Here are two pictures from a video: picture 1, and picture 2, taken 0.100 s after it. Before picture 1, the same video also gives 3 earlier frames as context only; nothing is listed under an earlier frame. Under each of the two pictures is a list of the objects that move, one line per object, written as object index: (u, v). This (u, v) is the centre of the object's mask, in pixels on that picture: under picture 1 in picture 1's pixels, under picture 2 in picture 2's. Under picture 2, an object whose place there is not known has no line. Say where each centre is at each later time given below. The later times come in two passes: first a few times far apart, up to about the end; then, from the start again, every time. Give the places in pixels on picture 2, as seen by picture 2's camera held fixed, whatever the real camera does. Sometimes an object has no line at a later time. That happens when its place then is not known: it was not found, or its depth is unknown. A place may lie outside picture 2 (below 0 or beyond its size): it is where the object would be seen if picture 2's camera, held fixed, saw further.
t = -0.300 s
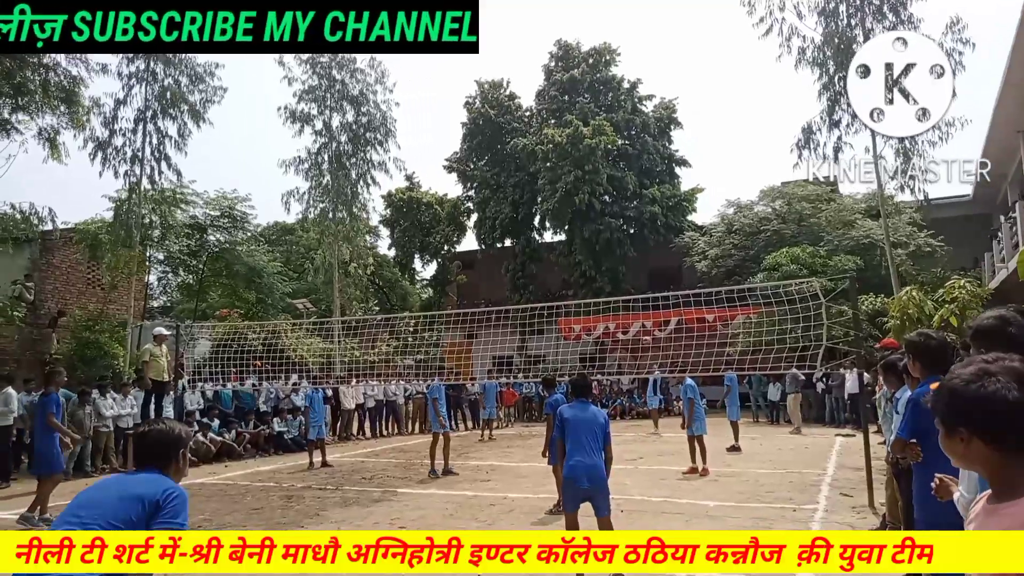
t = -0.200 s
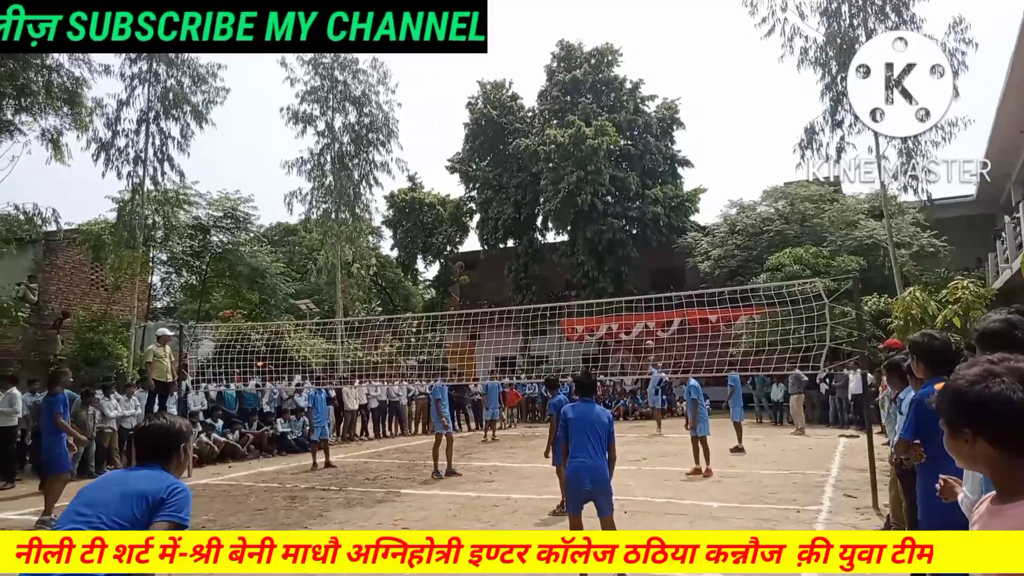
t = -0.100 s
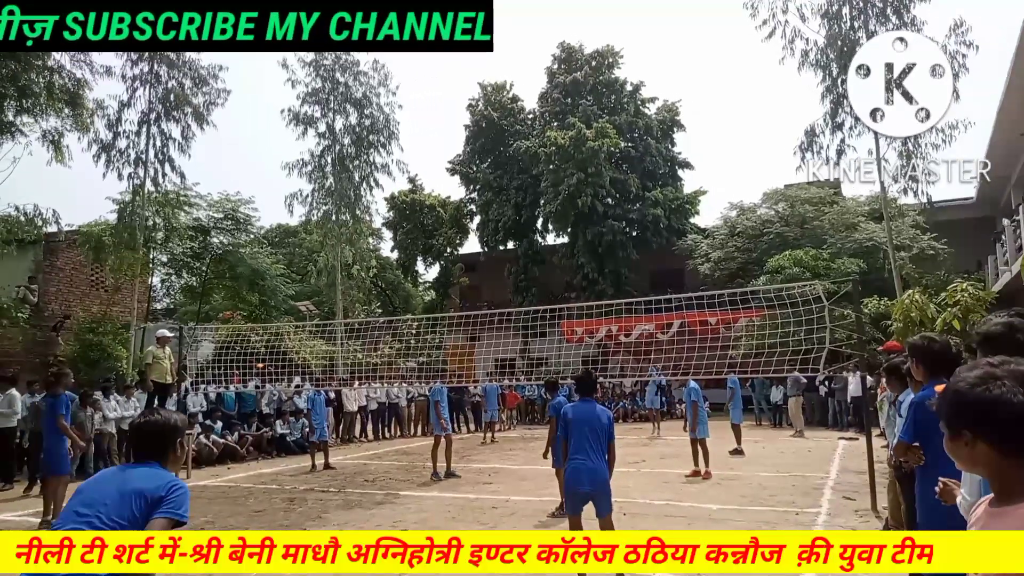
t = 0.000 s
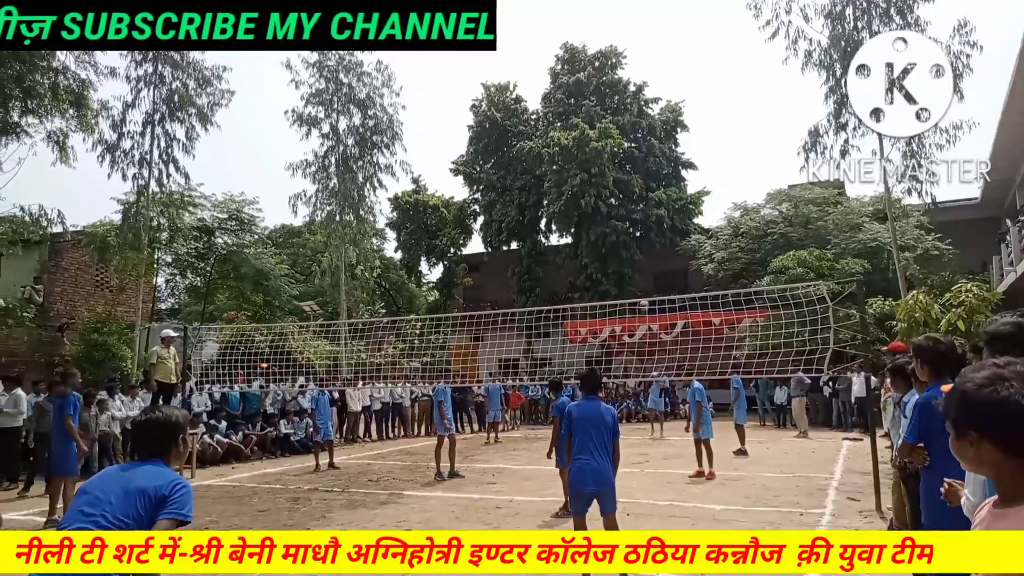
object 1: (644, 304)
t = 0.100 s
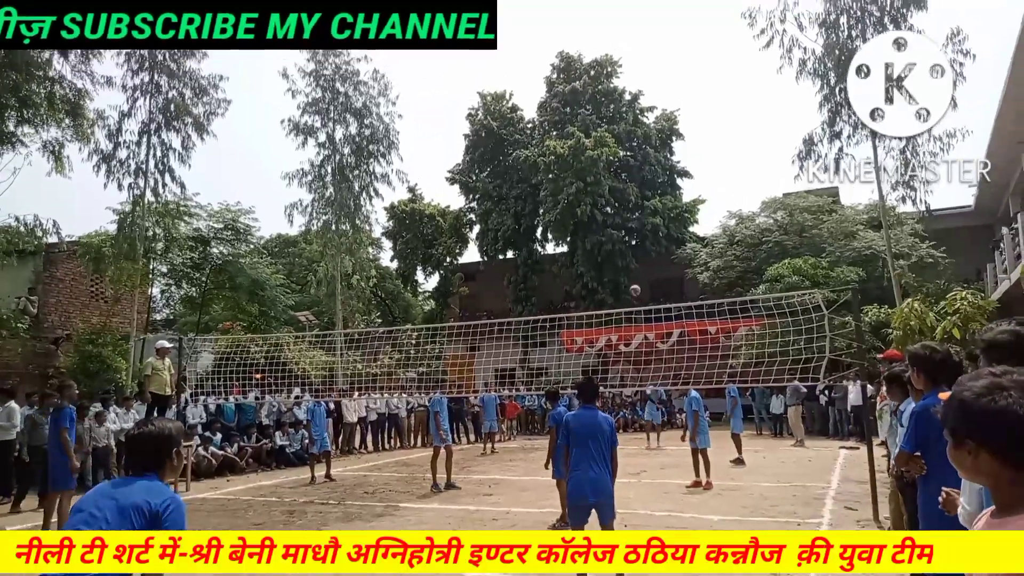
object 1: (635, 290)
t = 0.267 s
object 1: (625, 256)
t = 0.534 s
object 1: (599, 220)
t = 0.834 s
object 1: (541, 257)
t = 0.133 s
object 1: (633, 283)
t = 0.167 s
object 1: (631, 276)
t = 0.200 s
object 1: (629, 268)
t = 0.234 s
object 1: (627, 262)
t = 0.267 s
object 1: (625, 256)
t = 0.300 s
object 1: (622, 250)
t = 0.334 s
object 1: (620, 244)
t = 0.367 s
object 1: (617, 239)
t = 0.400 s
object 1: (614, 234)
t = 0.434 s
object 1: (611, 230)
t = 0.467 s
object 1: (607, 226)
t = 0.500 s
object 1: (603, 223)
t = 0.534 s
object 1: (599, 220)
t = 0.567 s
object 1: (595, 219)
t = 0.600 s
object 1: (591, 218)
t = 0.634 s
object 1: (586, 218)
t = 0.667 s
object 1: (581, 219)
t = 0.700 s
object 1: (575, 222)
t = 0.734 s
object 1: (568, 226)
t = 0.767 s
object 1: (561, 233)
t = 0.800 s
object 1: (552, 243)
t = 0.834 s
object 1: (541, 257)
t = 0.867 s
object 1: (528, 275)
